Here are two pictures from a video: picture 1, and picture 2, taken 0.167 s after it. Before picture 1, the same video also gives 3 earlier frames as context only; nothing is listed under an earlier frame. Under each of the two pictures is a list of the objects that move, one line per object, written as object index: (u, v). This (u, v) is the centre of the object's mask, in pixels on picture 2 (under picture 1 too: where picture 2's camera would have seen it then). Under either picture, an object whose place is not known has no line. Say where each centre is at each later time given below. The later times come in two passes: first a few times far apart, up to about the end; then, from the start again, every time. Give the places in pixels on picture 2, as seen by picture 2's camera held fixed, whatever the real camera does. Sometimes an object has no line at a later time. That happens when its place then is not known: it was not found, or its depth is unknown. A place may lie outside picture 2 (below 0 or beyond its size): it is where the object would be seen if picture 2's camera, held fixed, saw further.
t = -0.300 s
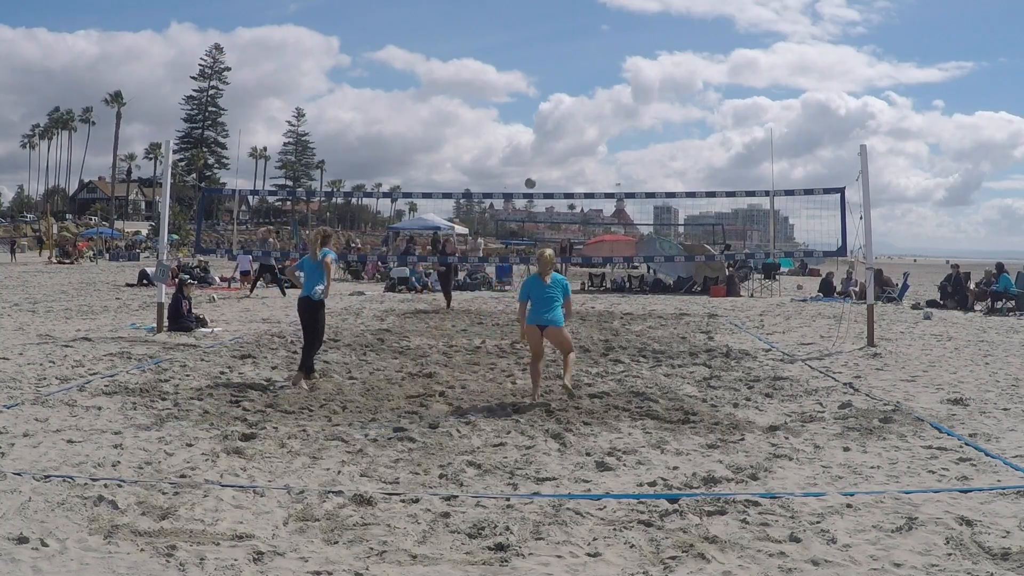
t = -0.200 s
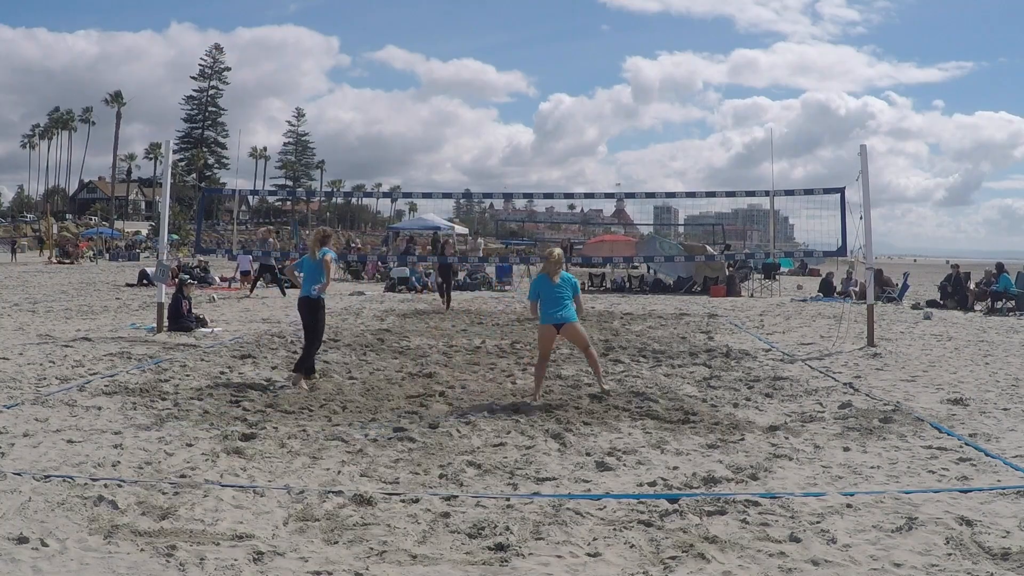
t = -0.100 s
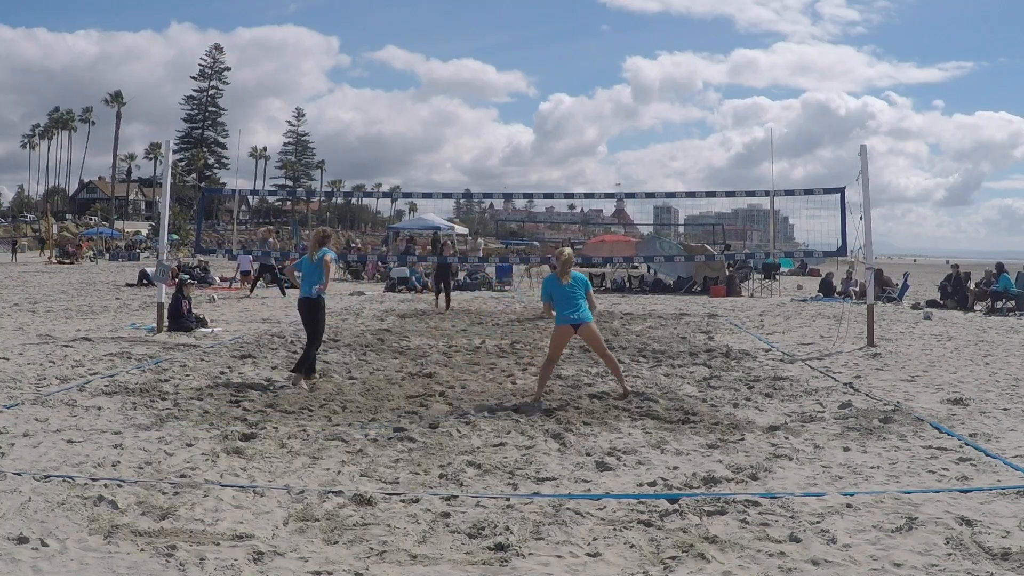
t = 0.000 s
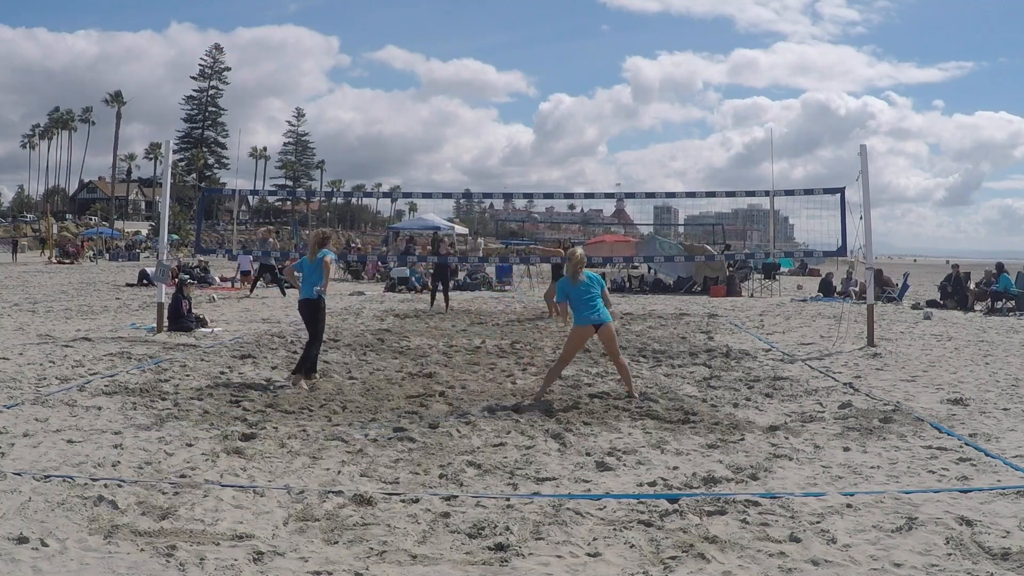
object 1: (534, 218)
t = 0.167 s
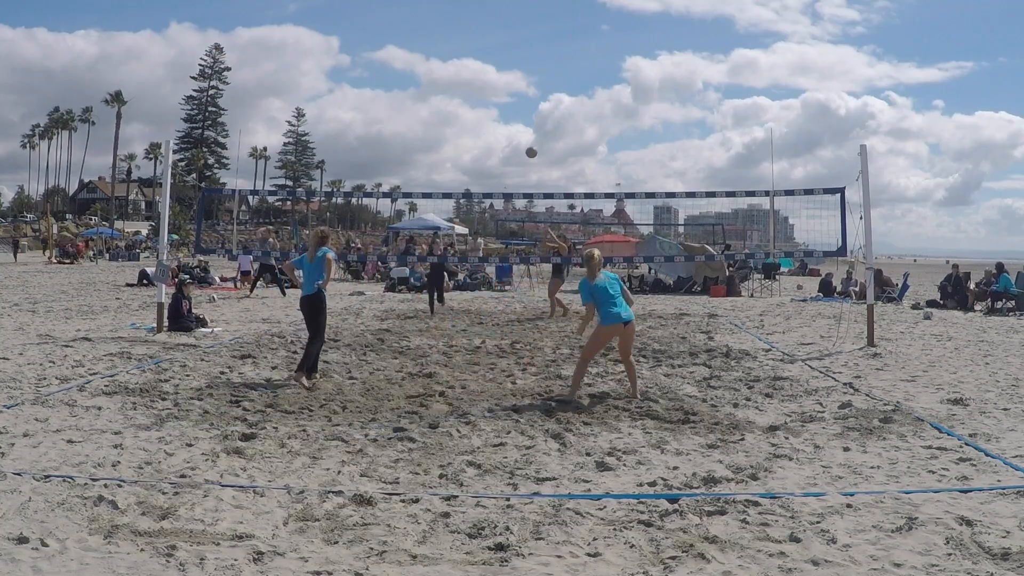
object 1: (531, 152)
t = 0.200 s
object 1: (530, 140)
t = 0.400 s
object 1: (525, 79)
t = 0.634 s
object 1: (515, 32)
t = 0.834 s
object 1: (505, 15)
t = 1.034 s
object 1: (491, 20)
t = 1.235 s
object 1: (473, 50)
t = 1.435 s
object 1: (451, 107)
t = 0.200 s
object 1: (530, 140)
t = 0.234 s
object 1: (529, 129)
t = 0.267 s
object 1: (528, 118)
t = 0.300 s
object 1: (527, 107)
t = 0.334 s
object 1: (527, 97)
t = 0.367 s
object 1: (525, 88)
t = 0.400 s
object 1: (525, 79)
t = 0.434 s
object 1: (524, 70)
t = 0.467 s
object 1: (522, 62)
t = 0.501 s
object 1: (521, 55)
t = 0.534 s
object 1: (520, 48)
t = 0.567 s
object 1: (518, 42)
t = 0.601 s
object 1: (517, 37)
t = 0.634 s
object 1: (515, 32)
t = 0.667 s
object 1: (514, 28)
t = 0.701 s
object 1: (512, 24)
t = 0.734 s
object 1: (511, 21)
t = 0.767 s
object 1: (509, 18)
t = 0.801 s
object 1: (507, 16)
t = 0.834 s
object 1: (505, 15)
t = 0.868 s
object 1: (503, 14)
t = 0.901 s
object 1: (501, 14)
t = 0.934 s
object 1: (498, 15)
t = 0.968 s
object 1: (496, 16)
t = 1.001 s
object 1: (494, 18)
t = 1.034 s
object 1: (491, 20)
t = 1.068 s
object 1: (488, 24)
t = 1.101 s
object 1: (485, 27)
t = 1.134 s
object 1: (482, 32)
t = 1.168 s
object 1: (479, 37)
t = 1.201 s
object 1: (476, 43)
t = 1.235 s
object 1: (473, 50)
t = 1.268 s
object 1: (470, 57)
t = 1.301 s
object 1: (466, 65)
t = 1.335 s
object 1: (463, 74)
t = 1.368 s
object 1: (459, 84)
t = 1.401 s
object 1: (455, 95)
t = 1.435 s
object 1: (451, 107)
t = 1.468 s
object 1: (447, 120)
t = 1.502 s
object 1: (443, 133)
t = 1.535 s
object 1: (438, 148)
